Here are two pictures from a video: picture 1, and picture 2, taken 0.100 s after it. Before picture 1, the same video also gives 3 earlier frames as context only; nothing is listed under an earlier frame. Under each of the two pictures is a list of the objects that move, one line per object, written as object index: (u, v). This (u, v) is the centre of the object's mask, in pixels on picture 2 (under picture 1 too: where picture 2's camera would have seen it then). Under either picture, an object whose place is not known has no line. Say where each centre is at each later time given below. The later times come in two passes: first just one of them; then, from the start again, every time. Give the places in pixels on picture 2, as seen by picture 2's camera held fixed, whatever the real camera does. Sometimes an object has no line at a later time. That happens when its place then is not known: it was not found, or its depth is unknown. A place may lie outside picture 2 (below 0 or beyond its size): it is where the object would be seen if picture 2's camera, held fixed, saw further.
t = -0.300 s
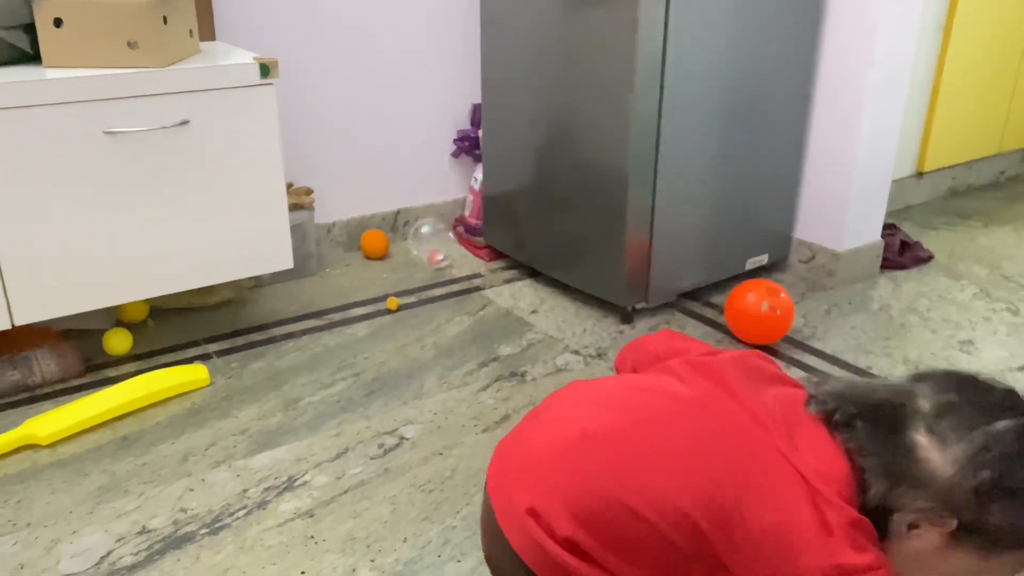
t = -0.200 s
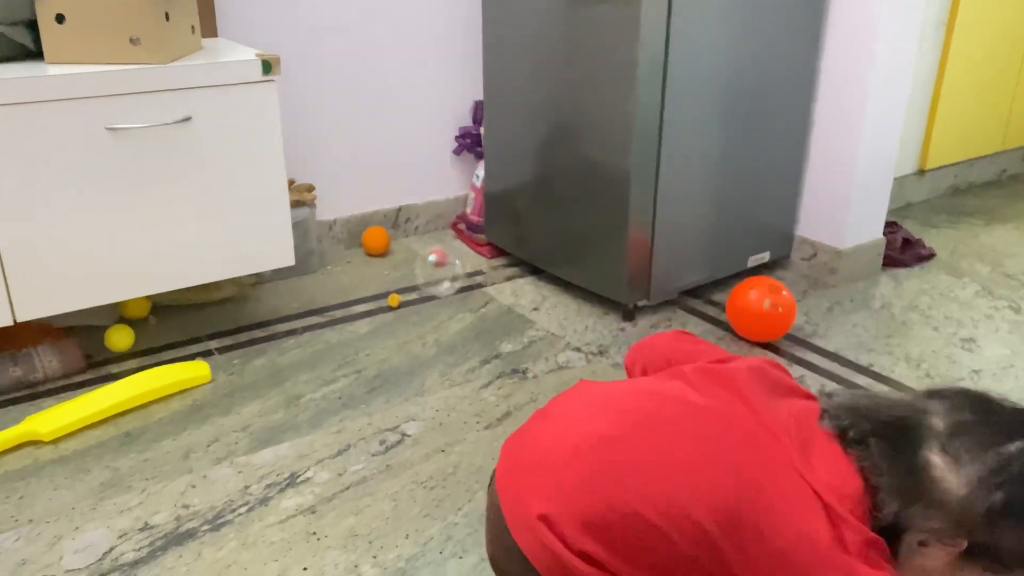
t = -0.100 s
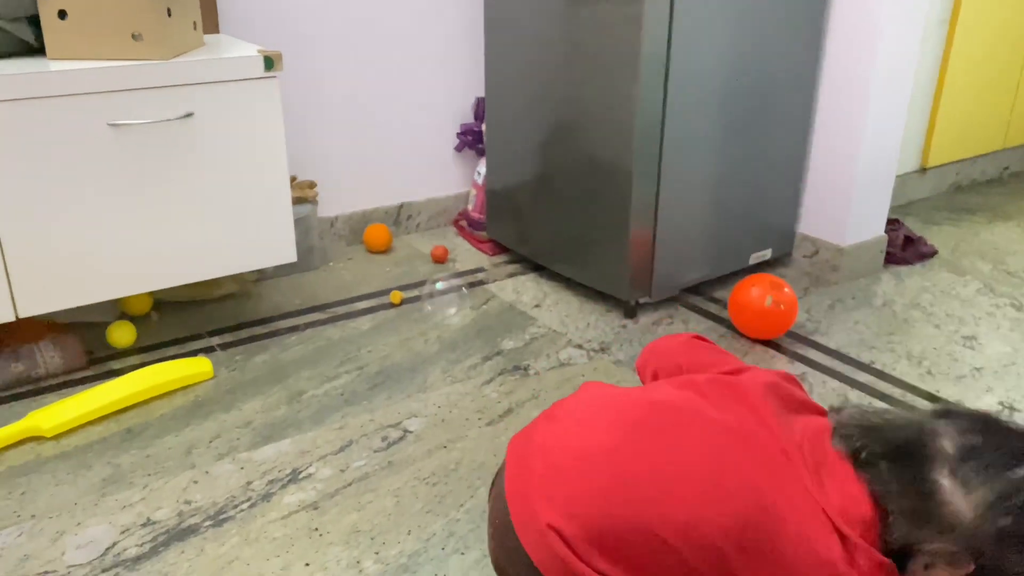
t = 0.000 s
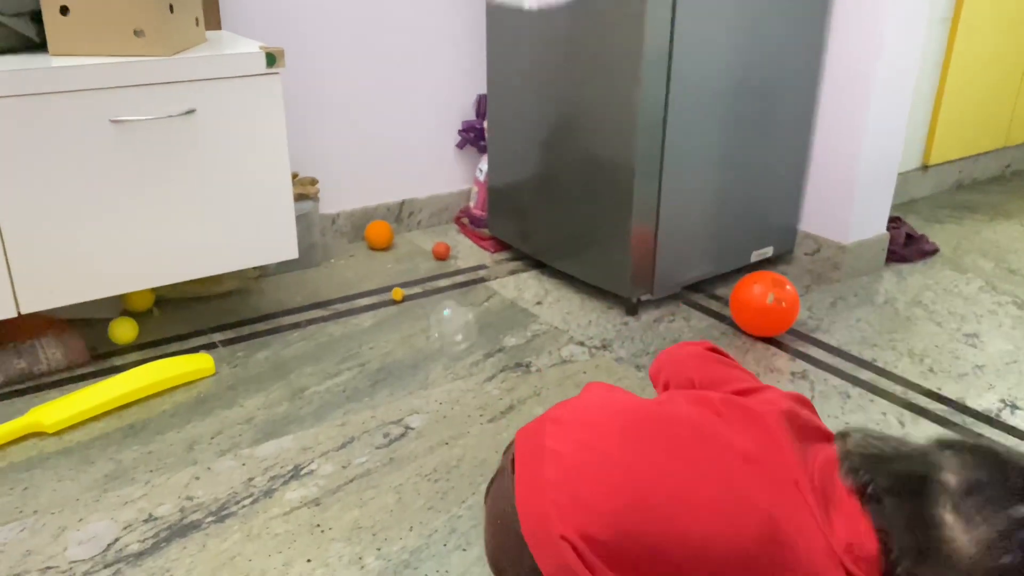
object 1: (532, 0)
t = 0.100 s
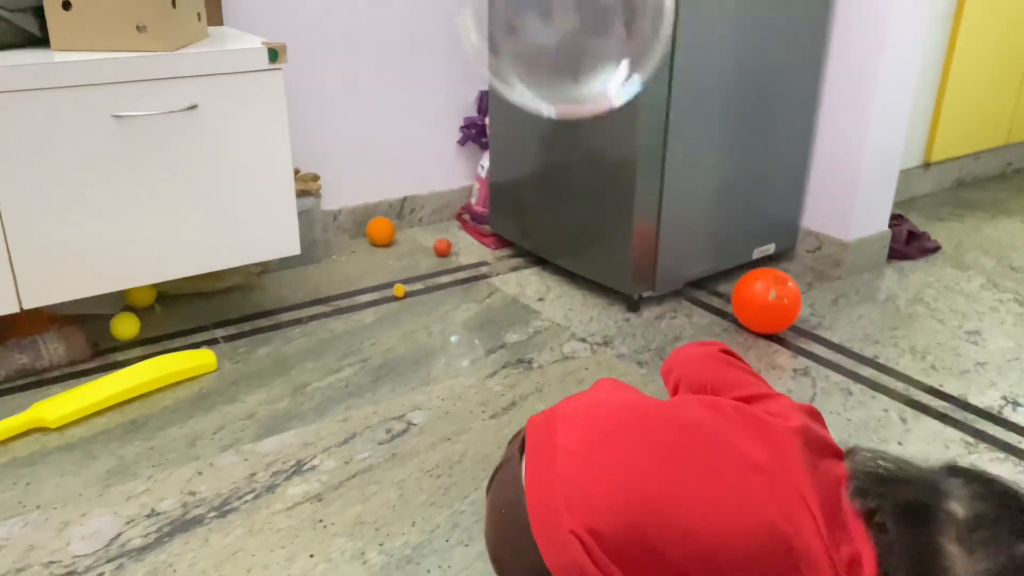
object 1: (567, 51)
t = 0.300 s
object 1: (642, 212)
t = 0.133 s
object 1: (579, 69)
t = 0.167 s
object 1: (591, 86)
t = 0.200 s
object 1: (604, 112)
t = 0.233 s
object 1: (616, 147)
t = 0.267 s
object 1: (630, 179)
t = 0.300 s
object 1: (642, 212)
